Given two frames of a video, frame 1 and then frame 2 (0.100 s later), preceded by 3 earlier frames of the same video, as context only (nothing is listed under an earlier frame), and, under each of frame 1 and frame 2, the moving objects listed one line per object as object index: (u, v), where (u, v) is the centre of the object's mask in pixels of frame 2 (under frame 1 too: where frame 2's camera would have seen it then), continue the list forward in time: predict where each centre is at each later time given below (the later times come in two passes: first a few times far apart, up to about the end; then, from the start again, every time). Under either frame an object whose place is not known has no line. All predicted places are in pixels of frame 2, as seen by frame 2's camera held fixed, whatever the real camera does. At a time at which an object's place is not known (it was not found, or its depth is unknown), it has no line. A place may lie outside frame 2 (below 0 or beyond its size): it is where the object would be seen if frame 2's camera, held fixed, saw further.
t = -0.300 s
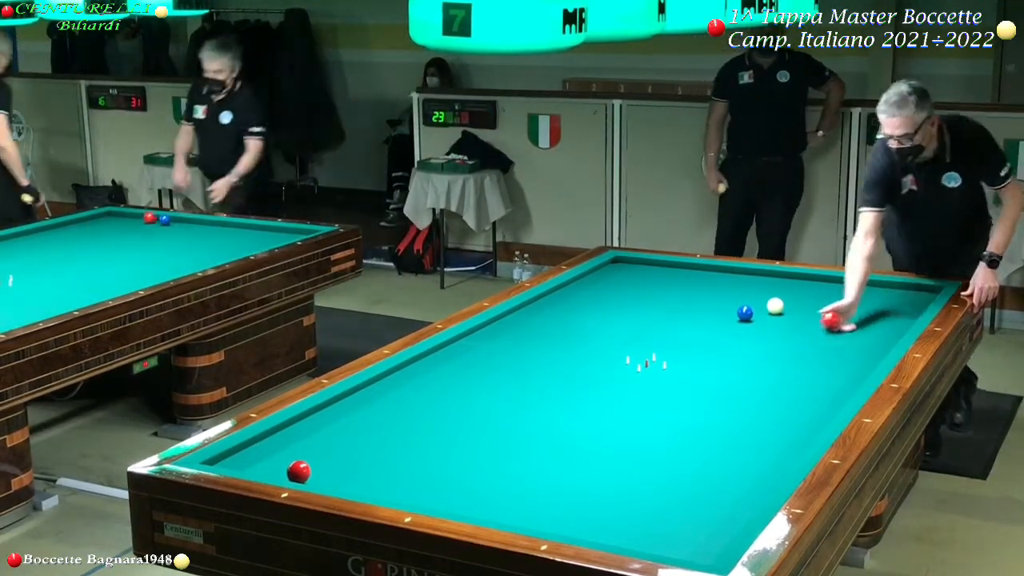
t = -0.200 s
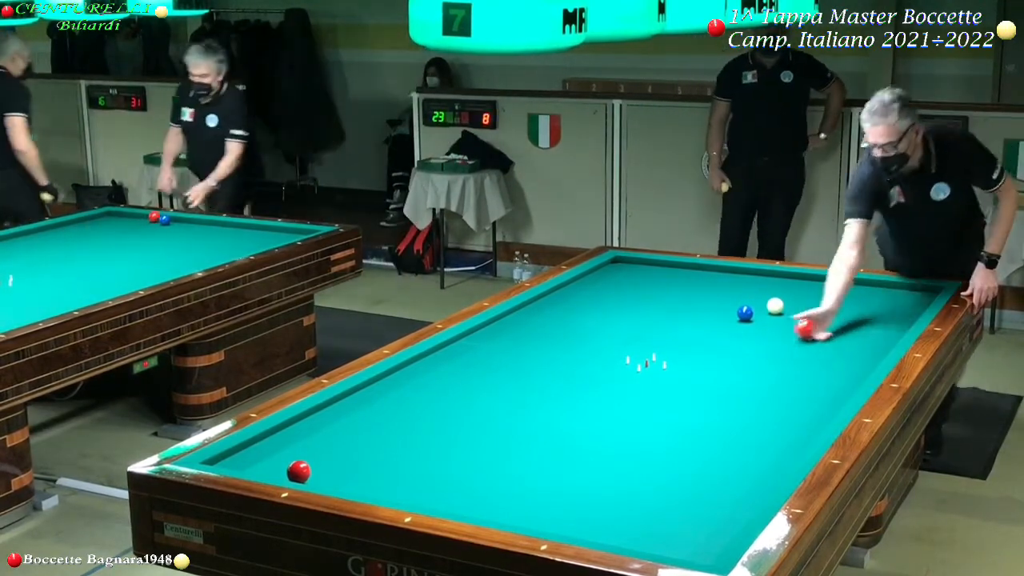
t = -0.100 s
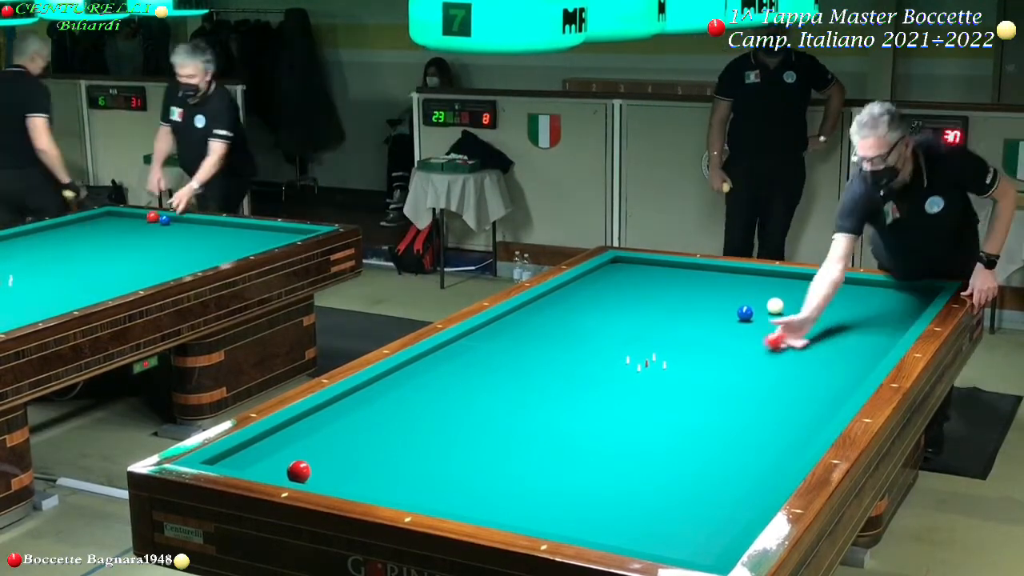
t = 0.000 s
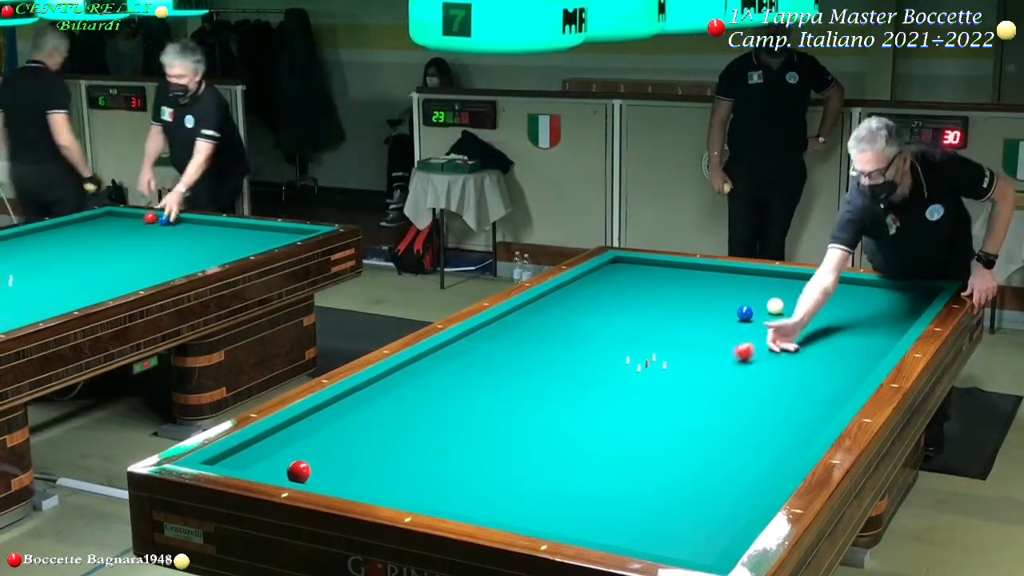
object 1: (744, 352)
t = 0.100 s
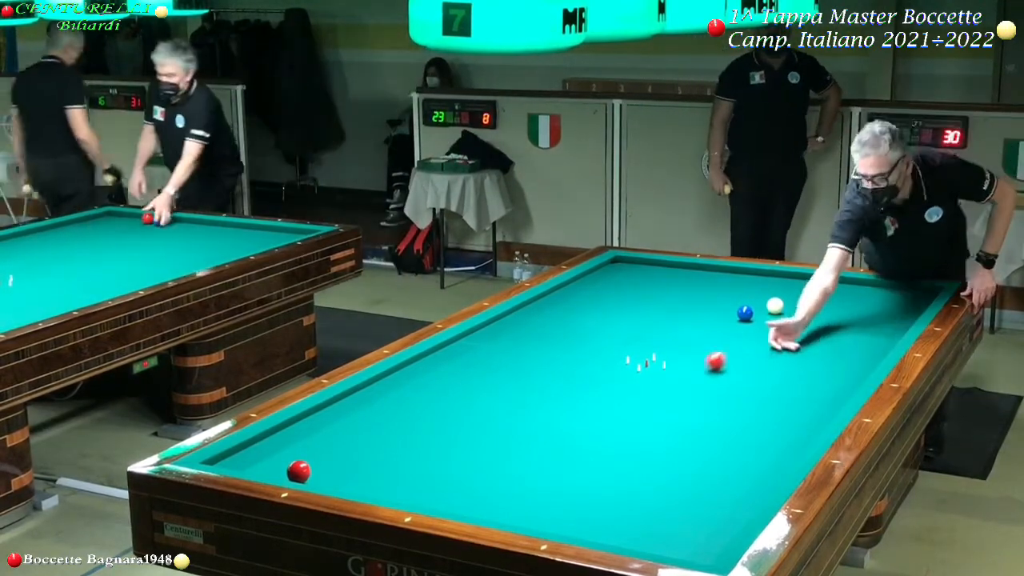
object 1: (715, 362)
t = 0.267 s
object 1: (670, 377)
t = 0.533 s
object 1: (589, 405)
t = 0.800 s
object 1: (500, 436)
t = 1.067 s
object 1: (399, 470)
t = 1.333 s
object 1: (361, 470)
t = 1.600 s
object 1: (379, 441)
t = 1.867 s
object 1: (394, 417)
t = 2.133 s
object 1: (406, 395)
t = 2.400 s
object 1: (417, 376)
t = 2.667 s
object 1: (427, 359)
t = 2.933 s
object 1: (453, 347)
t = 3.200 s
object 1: (483, 337)
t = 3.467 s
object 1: (510, 328)
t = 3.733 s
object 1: (536, 320)
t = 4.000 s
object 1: (561, 312)
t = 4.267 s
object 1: (584, 304)
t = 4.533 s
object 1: (606, 298)
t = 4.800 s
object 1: (626, 291)
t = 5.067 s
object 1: (645, 285)
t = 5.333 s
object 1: (663, 280)
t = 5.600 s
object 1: (680, 274)
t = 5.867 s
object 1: (696, 269)
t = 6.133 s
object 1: (706, 268)
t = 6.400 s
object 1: (707, 271)
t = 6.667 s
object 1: (709, 276)
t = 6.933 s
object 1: (712, 279)
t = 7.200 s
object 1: (713, 283)
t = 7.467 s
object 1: (716, 286)
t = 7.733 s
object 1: (718, 290)
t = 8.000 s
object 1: (720, 293)
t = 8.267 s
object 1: (722, 296)
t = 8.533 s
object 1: (724, 299)
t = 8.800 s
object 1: (726, 302)
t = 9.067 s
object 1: (728, 305)
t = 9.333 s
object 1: (730, 308)
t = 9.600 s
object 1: (731, 310)
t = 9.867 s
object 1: (730, 312)
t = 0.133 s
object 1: (706, 365)
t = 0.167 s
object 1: (698, 368)
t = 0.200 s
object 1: (688, 371)
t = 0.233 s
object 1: (679, 374)
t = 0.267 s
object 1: (670, 377)
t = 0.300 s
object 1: (660, 381)
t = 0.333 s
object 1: (650, 384)
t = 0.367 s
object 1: (640, 387)
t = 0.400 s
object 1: (630, 390)
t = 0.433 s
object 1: (620, 394)
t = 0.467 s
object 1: (610, 397)
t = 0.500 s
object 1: (600, 401)
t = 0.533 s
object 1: (589, 405)
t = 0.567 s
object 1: (579, 408)
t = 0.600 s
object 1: (568, 412)
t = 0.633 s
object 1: (557, 416)
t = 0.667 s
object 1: (546, 419)
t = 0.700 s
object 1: (534, 423)
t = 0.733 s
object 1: (523, 427)
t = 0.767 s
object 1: (512, 431)
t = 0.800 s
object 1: (500, 436)
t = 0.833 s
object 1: (487, 440)
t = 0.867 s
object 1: (476, 444)
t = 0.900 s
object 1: (463, 448)
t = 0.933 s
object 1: (450, 453)
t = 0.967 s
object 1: (438, 457)
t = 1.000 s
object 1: (425, 461)
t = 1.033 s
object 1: (412, 466)
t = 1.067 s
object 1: (399, 470)
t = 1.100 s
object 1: (385, 475)
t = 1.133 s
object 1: (371, 480)
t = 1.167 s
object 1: (357, 483)
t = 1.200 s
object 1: (345, 485)
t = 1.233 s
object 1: (348, 482)
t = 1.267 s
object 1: (353, 479)
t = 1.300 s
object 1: (357, 474)
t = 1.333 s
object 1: (361, 470)
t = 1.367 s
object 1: (364, 465)
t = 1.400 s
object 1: (368, 461)
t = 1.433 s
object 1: (370, 457)
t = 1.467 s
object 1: (372, 454)
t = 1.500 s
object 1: (374, 451)
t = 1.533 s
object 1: (376, 447)
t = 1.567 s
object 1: (378, 444)
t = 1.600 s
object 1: (379, 441)
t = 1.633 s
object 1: (382, 437)
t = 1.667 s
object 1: (383, 435)
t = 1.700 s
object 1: (385, 431)
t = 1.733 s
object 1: (387, 428)
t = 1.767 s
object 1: (389, 425)
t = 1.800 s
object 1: (391, 422)
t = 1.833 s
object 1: (392, 419)
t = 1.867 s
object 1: (394, 417)
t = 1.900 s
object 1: (395, 414)
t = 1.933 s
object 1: (397, 411)
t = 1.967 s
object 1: (398, 408)
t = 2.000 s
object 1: (400, 405)
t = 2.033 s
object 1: (402, 403)
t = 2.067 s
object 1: (403, 400)
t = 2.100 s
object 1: (405, 397)
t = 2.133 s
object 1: (406, 395)
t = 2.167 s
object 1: (408, 393)
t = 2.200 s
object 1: (409, 390)
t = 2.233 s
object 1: (411, 388)
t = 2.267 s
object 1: (412, 385)
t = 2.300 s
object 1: (413, 383)
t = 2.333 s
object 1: (414, 381)
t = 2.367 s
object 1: (416, 379)
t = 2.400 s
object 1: (417, 376)
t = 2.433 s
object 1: (418, 374)
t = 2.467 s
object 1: (420, 372)
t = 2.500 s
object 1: (421, 369)
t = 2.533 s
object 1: (422, 367)
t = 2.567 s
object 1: (424, 365)
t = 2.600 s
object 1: (425, 363)
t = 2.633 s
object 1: (426, 361)
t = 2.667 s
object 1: (427, 359)
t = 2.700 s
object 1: (428, 357)
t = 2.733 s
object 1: (430, 355)
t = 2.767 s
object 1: (433, 353)
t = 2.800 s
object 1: (437, 352)
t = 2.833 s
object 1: (441, 351)
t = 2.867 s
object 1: (445, 349)
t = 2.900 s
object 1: (449, 348)
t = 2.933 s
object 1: (453, 347)
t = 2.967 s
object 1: (456, 346)
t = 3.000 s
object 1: (461, 344)
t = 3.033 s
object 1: (464, 343)
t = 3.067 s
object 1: (468, 342)
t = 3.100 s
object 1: (472, 341)
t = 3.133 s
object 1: (476, 340)
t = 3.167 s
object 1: (479, 339)
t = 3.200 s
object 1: (483, 337)
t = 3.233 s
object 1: (487, 336)
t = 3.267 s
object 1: (490, 335)
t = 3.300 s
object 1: (493, 334)
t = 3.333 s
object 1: (497, 332)
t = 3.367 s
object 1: (500, 331)
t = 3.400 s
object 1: (504, 330)
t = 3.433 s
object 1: (507, 329)
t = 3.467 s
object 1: (510, 328)
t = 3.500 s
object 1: (514, 327)
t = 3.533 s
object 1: (517, 326)
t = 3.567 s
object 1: (520, 325)
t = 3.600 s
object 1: (524, 324)
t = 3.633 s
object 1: (527, 323)
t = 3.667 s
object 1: (530, 322)
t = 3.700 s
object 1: (534, 321)
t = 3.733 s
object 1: (536, 320)
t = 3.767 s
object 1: (539, 319)
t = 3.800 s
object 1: (543, 318)
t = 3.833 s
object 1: (546, 316)
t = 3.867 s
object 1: (549, 316)
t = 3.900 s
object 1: (552, 315)
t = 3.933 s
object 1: (555, 314)
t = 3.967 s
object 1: (558, 313)
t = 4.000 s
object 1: (561, 312)
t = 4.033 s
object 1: (564, 311)
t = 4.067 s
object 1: (567, 310)
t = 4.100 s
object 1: (570, 309)
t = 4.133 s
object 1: (573, 308)
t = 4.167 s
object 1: (576, 307)
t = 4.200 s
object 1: (578, 306)
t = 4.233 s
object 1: (581, 305)
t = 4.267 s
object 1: (584, 304)
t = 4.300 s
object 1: (586, 304)
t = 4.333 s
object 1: (590, 303)
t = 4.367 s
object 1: (592, 302)
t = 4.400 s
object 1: (595, 301)
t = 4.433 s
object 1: (598, 300)
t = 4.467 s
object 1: (600, 299)
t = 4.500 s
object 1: (602, 299)
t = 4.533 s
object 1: (606, 298)
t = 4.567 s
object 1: (608, 297)
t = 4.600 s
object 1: (610, 296)
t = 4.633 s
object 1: (613, 295)
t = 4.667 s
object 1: (615, 294)
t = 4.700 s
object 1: (618, 294)
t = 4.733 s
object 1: (621, 293)
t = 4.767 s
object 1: (623, 292)
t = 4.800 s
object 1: (626, 291)
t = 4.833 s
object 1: (628, 291)
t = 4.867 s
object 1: (631, 290)
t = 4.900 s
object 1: (633, 289)
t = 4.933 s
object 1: (635, 288)
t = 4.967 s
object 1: (638, 288)
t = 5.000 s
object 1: (640, 287)
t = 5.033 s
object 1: (643, 286)
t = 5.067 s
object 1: (645, 285)
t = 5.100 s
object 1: (647, 285)
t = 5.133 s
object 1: (649, 284)
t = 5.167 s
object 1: (652, 283)
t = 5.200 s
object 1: (654, 282)
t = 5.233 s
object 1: (656, 282)
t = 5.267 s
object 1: (658, 281)
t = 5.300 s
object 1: (661, 280)
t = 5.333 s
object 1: (663, 280)
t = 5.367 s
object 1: (665, 279)
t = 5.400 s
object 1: (667, 278)
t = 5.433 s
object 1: (670, 277)
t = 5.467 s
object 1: (671, 277)
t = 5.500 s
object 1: (674, 276)
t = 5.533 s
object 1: (676, 276)
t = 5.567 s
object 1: (677, 275)
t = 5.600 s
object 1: (680, 274)
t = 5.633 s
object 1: (682, 274)
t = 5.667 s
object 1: (683, 273)
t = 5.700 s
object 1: (686, 272)
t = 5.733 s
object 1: (688, 271)
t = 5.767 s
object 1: (690, 271)
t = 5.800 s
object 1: (692, 270)
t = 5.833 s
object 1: (694, 270)
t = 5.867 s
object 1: (696, 269)
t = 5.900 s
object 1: (698, 269)
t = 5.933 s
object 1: (700, 268)
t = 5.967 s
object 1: (702, 267)
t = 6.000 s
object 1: (704, 267)
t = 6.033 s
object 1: (705, 267)
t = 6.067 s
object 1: (705, 267)
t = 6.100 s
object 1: (705, 267)
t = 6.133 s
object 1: (706, 268)
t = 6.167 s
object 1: (706, 269)
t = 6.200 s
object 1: (706, 269)
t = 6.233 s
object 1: (706, 269)
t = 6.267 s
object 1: (707, 270)
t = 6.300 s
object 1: (707, 270)
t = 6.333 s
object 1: (707, 271)
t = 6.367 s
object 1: (707, 271)
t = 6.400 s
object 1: (707, 271)
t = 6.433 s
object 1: (708, 272)
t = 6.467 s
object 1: (708, 273)
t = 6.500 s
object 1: (709, 273)
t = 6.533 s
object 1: (709, 274)
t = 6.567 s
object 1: (709, 274)
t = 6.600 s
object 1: (709, 274)
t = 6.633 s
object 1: (709, 275)
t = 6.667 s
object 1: (709, 276)
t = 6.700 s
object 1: (710, 276)
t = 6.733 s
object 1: (710, 277)
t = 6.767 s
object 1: (710, 277)
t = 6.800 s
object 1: (710, 278)
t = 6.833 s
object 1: (711, 278)
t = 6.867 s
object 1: (711, 278)
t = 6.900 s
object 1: (711, 279)
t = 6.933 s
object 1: (712, 279)
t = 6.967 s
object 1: (712, 279)
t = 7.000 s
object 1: (712, 280)
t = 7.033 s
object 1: (712, 281)
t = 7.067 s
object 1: (712, 281)
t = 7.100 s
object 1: (713, 281)
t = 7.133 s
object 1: (713, 282)
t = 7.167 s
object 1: (713, 282)
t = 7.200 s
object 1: (713, 283)
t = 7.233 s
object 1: (714, 283)
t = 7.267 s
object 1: (714, 284)
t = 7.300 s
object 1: (714, 284)
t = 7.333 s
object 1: (714, 285)
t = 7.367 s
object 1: (715, 285)
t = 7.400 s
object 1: (715, 285)
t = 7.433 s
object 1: (715, 286)
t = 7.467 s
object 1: (716, 286)
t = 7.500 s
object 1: (716, 287)
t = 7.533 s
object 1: (716, 287)
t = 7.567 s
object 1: (717, 287)
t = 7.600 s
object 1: (717, 288)
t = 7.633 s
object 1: (717, 288)
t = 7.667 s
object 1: (717, 289)
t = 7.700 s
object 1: (717, 289)
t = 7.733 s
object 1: (718, 290)
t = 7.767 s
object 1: (718, 290)
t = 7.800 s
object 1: (718, 291)
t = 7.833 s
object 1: (718, 291)
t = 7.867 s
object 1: (719, 291)
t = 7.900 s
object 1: (719, 292)
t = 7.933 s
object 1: (719, 292)
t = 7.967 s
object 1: (719, 293)
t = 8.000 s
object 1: (720, 293)
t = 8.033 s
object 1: (720, 294)
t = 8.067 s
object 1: (720, 294)
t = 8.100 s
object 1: (721, 294)
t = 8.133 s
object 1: (721, 295)
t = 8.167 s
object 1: (721, 295)
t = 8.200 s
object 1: (721, 296)
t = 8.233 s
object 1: (722, 296)
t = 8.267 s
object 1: (722, 296)
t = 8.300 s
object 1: (722, 297)
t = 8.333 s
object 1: (722, 297)
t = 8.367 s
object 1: (723, 298)
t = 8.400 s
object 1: (723, 298)
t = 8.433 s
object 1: (723, 298)
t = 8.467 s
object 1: (724, 299)
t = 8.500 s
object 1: (724, 299)
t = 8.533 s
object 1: (724, 299)
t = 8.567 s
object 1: (724, 300)
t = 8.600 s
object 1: (725, 300)
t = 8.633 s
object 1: (725, 300)
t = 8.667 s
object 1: (725, 301)
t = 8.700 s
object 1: (725, 301)
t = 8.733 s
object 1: (726, 301)
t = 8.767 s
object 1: (726, 302)
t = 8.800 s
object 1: (726, 302)
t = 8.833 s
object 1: (726, 303)
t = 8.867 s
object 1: (726, 303)
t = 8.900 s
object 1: (727, 303)
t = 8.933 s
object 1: (727, 304)
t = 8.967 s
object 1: (727, 304)
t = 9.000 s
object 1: (727, 304)
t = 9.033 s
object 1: (728, 305)
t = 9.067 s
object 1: (728, 305)
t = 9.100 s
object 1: (728, 306)
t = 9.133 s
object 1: (729, 306)
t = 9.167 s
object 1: (729, 306)
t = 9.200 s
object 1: (729, 306)
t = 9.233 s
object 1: (729, 307)
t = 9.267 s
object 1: (730, 307)
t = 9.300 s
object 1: (730, 308)
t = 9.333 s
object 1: (730, 308)
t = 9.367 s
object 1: (730, 308)
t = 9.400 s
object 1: (731, 308)
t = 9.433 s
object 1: (731, 309)
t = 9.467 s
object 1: (731, 309)
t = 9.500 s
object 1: (731, 309)
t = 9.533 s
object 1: (731, 310)
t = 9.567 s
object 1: (731, 310)
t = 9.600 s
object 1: (731, 310)
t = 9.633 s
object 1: (731, 310)
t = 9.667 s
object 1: (731, 310)
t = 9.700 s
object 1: (731, 311)
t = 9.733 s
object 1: (731, 311)
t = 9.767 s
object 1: (730, 311)
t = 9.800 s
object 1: (730, 311)
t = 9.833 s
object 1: (730, 311)
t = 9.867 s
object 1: (730, 312)
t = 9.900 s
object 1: (729, 312)
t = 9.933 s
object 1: (729, 312)
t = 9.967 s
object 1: (729, 312)
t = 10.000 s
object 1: (728, 312)
